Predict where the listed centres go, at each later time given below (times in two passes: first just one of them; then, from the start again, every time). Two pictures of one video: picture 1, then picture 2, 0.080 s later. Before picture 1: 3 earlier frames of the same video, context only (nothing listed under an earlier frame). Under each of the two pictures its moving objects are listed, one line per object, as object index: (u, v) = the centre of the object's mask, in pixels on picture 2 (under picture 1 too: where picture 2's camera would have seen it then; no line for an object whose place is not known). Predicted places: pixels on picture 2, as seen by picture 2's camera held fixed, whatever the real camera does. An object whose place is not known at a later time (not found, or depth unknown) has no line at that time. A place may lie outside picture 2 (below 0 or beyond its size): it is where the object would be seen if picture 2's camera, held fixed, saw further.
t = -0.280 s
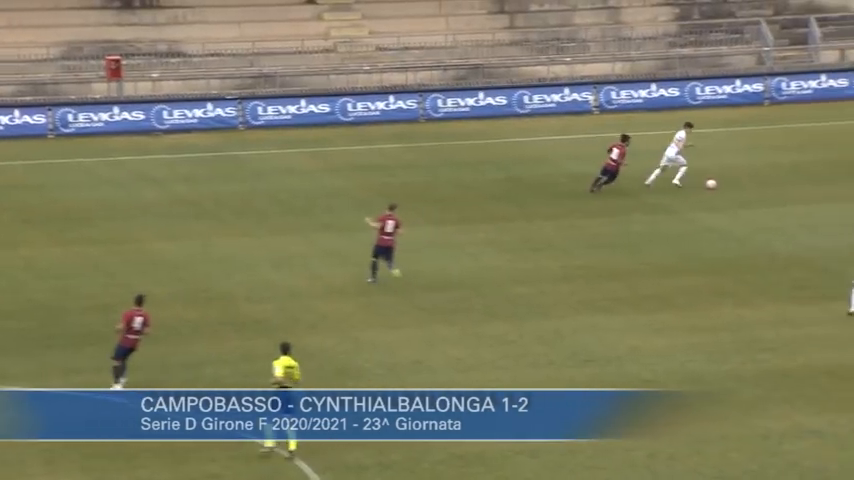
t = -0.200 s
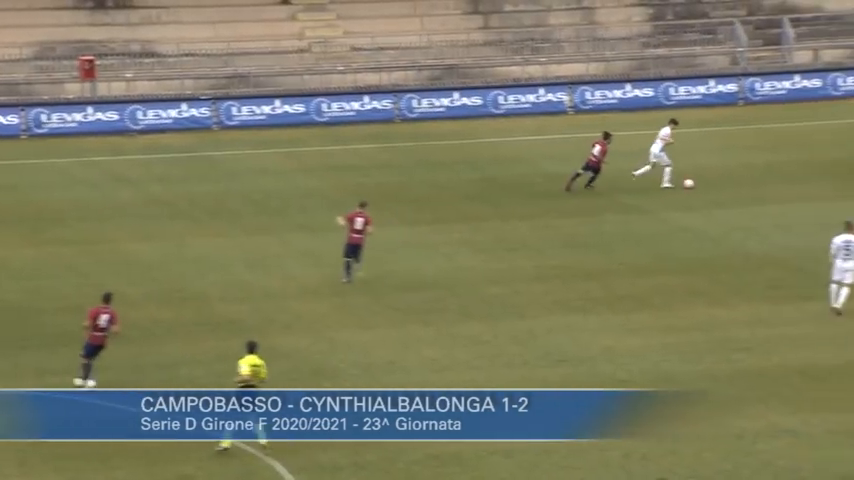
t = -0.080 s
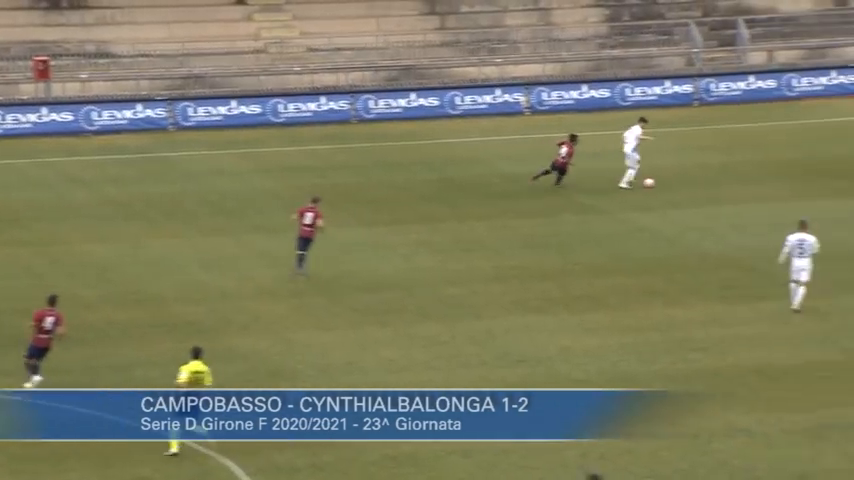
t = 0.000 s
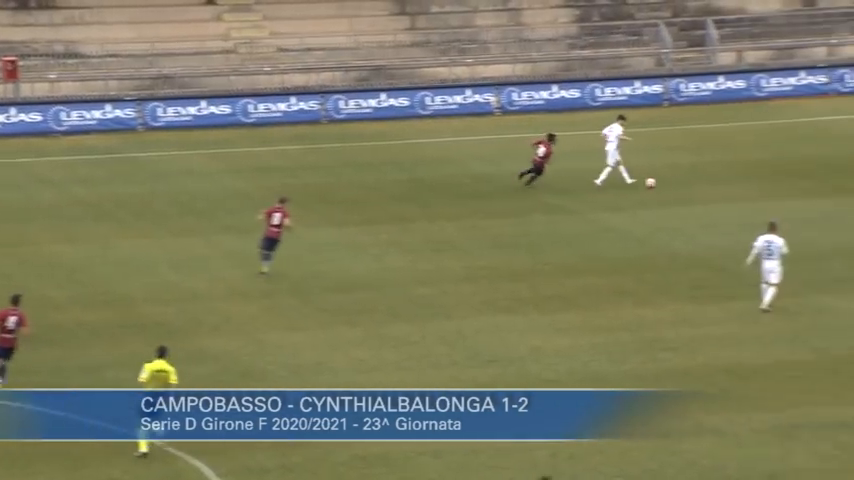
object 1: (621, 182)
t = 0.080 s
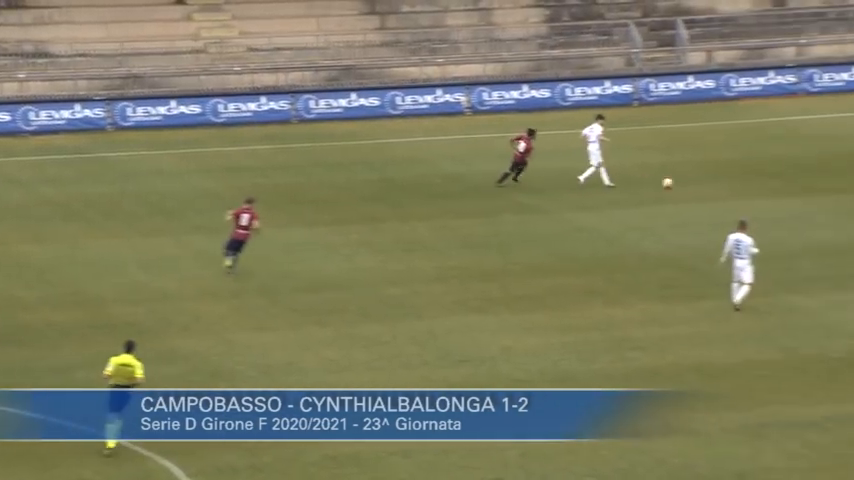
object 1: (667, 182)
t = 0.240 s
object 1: (755, 184)
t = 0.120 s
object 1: (690, 184)
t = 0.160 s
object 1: (712, 184)
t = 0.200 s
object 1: (734, 184)
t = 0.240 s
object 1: (755, 184)
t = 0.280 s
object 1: (777, 185)
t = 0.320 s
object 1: (799, 187)
